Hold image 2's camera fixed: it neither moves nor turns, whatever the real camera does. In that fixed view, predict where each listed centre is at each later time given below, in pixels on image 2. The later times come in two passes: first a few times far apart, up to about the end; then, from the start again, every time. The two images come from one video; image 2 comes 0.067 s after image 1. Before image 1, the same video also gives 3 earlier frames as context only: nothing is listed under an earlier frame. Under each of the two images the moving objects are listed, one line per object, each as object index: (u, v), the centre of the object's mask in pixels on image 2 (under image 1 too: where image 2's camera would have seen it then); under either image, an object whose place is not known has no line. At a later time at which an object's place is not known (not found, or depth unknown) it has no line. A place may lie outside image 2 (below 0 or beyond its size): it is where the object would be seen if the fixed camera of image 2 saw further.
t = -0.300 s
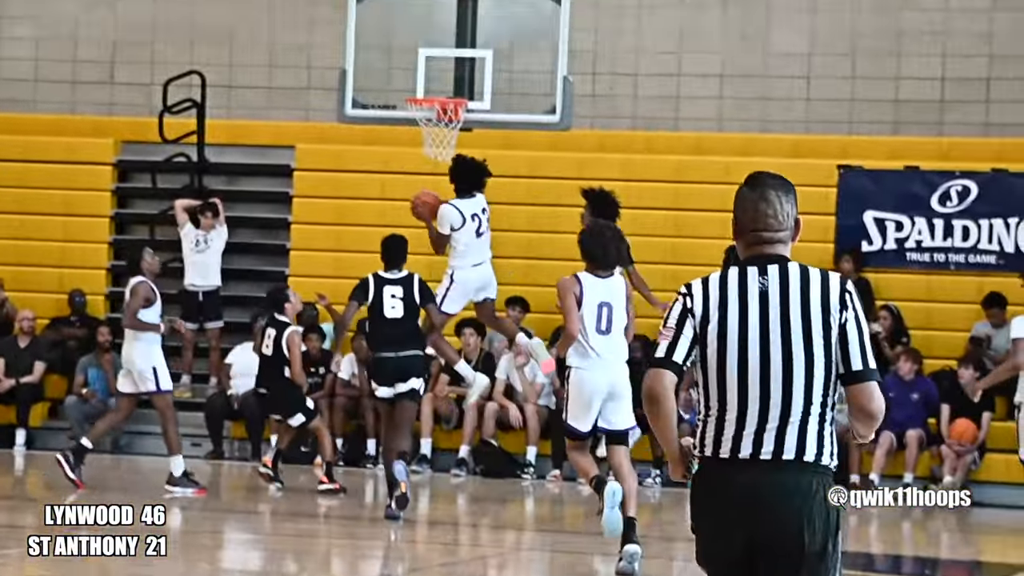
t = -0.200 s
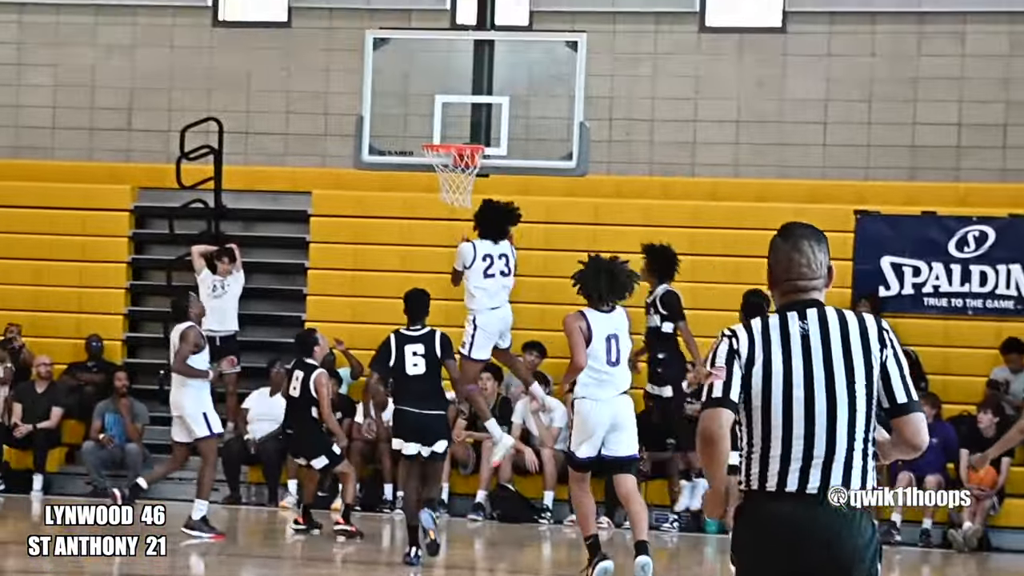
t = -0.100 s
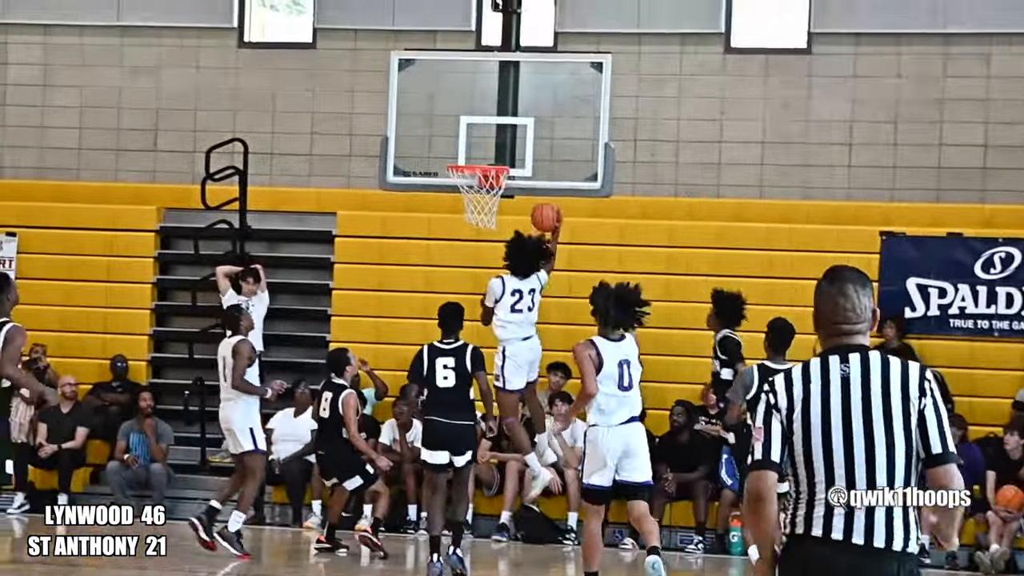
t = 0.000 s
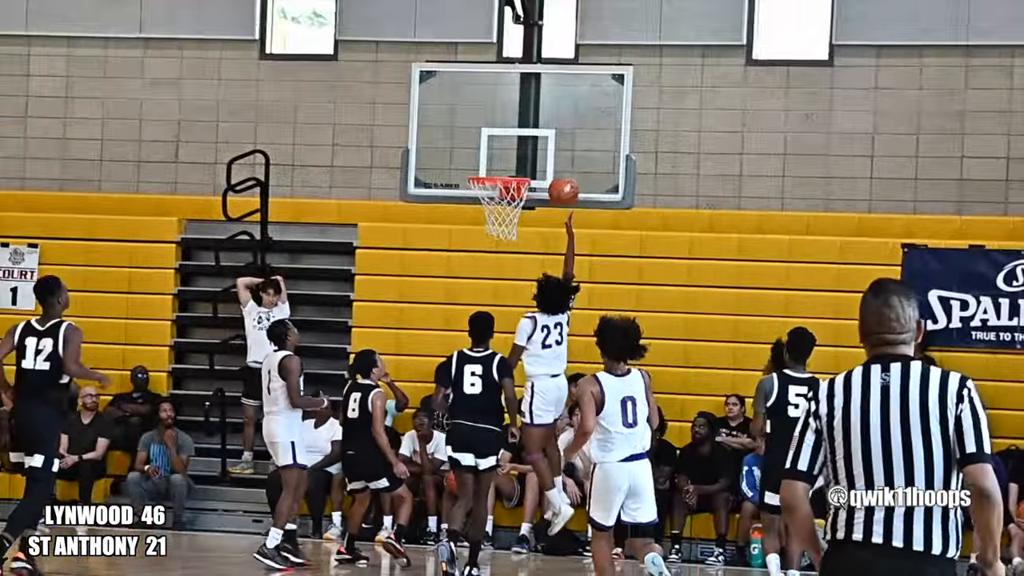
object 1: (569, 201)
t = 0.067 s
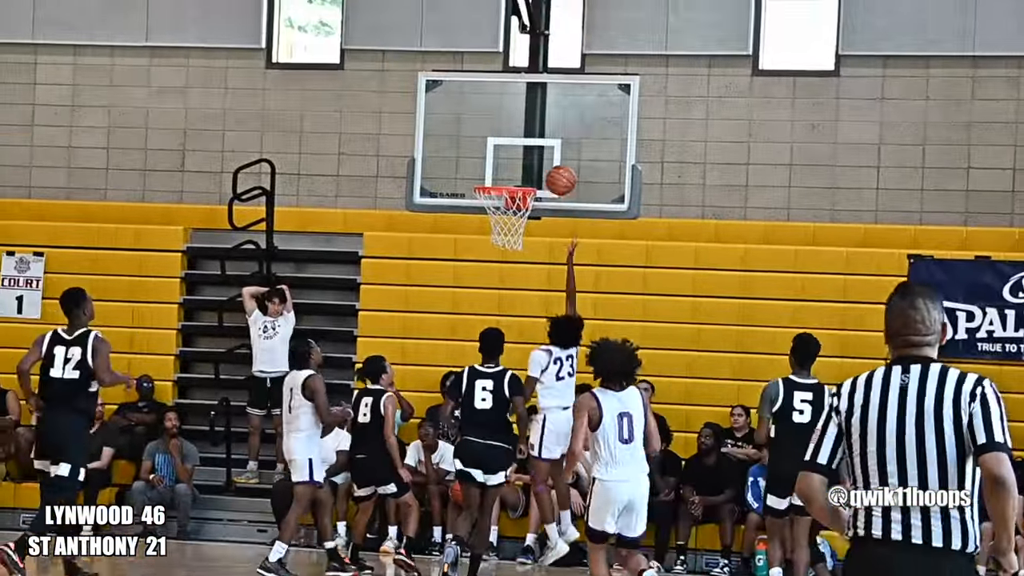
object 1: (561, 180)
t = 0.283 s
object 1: (527, 147)
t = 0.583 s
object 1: (487, 169)
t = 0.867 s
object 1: (514, 182)
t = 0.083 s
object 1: (559, 176)
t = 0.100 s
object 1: (557, 172)
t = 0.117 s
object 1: (554, 168)
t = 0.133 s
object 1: (552, 165)
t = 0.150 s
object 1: (549, 162)
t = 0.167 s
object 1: (547, 159)
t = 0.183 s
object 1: (544, 156)
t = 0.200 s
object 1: (542, 153)
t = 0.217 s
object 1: (539, 151)
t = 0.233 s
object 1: (536, 149)
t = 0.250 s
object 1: (532, 148)
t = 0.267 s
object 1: (529, 147)
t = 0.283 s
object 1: (527, 147)
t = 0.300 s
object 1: (524, 146)
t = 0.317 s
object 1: (521, 147)
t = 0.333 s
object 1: (518, 147)
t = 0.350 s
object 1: (514, 147)
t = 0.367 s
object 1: (511, 148)
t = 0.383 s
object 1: (508, 149)
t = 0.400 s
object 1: (506, 151)
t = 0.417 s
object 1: (502, 153)
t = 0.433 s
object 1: (498, 156)
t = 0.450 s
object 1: (495, 158)
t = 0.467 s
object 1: (493, 161)
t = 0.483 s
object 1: (490, 164)
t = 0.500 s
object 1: (486, 168)
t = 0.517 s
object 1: (483, 171)
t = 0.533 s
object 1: (482, 174)
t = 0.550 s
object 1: (483, 172)
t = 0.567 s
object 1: (486, 170)
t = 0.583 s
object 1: (487, 169)
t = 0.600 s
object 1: (489, 168)
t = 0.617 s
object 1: (491, 167)
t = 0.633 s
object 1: (493, 166)
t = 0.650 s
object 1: (495, 166)
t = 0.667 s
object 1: (496, 166)
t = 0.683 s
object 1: (498, 167)
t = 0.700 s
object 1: (500, 168)
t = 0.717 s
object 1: (502, 169)
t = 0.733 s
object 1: (504, 170)
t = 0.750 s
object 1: (506, 172)
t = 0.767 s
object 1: (508, 173)
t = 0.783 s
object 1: (509, 174)
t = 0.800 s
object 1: (511, 177)
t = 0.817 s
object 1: (512, 178)
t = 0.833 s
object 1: (515, 180)
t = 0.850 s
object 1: (514, 181)
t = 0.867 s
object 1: (514, 182)
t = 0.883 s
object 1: (514, 183)
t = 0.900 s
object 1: (513, 183)
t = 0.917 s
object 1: (500, 200)
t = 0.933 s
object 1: (500, 204)
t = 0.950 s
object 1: (501, 207)
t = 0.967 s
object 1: (501, 212)
